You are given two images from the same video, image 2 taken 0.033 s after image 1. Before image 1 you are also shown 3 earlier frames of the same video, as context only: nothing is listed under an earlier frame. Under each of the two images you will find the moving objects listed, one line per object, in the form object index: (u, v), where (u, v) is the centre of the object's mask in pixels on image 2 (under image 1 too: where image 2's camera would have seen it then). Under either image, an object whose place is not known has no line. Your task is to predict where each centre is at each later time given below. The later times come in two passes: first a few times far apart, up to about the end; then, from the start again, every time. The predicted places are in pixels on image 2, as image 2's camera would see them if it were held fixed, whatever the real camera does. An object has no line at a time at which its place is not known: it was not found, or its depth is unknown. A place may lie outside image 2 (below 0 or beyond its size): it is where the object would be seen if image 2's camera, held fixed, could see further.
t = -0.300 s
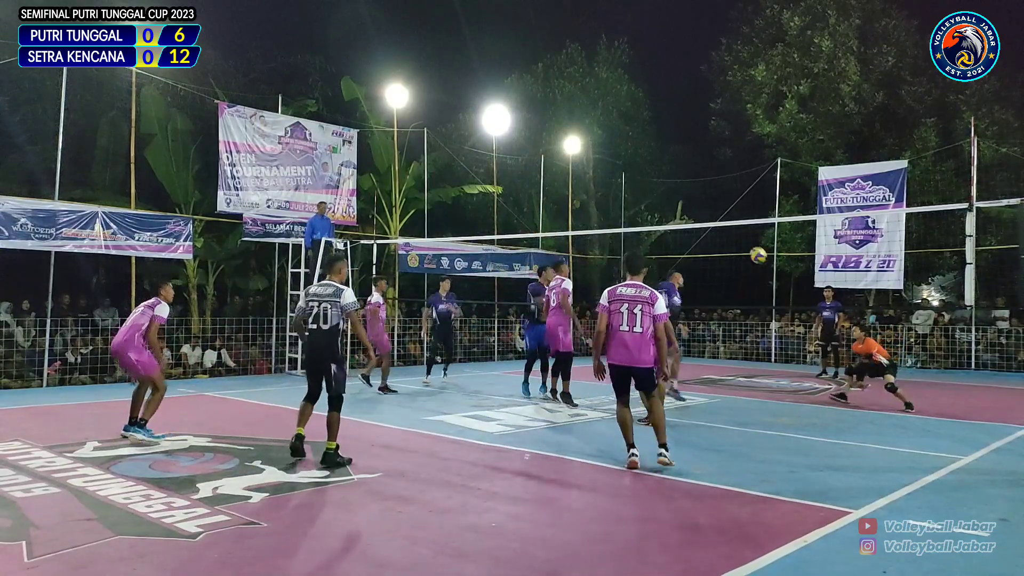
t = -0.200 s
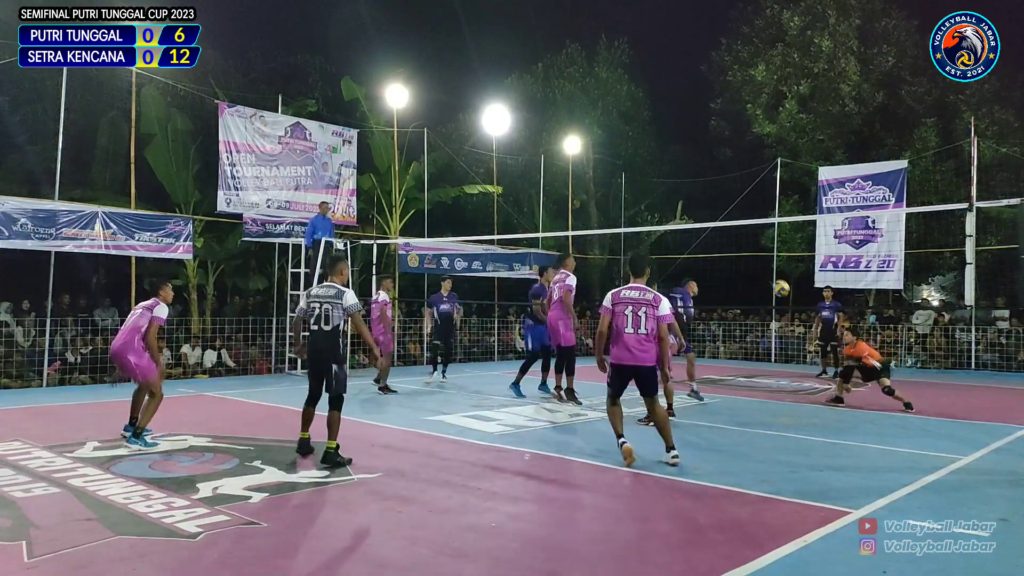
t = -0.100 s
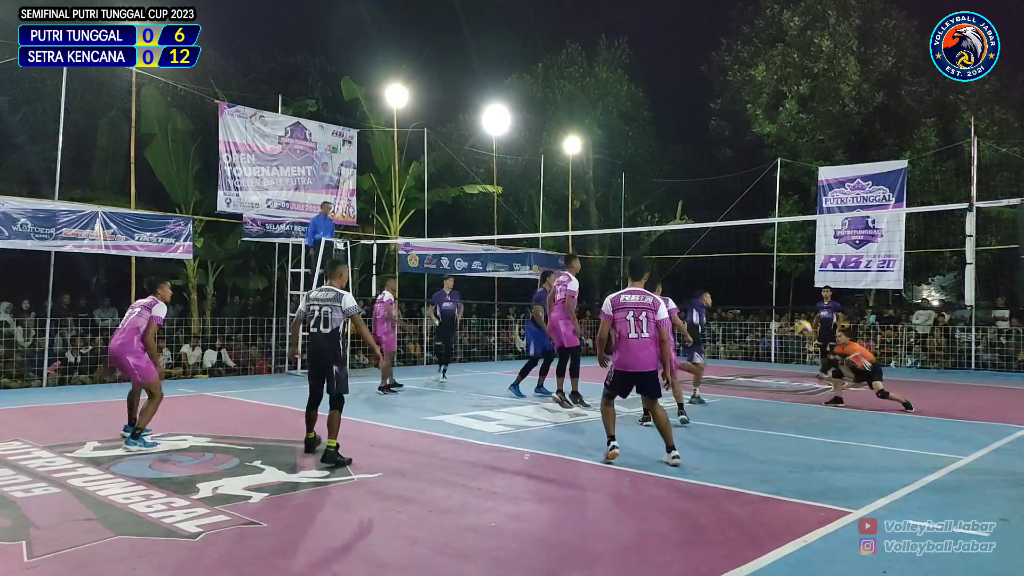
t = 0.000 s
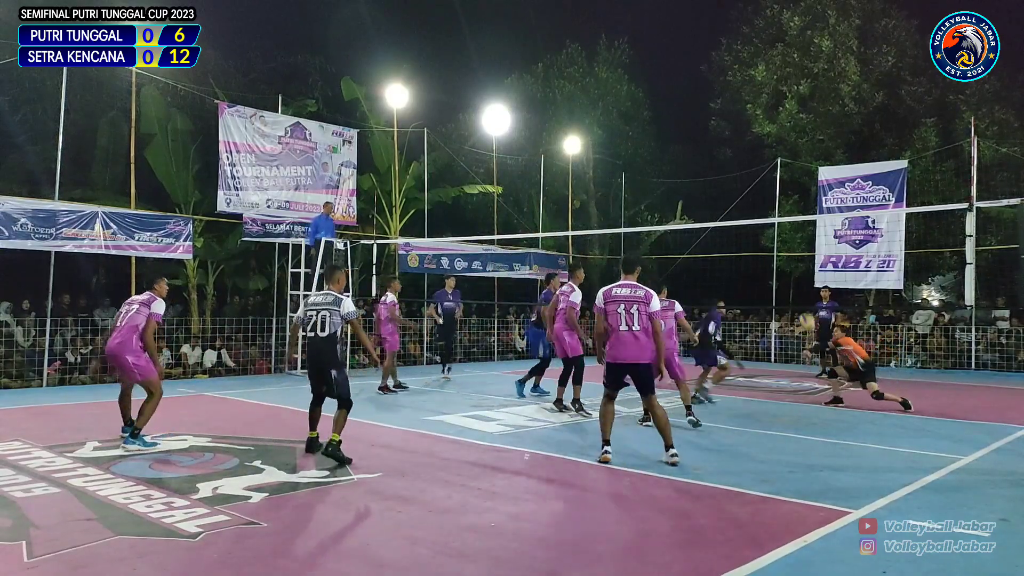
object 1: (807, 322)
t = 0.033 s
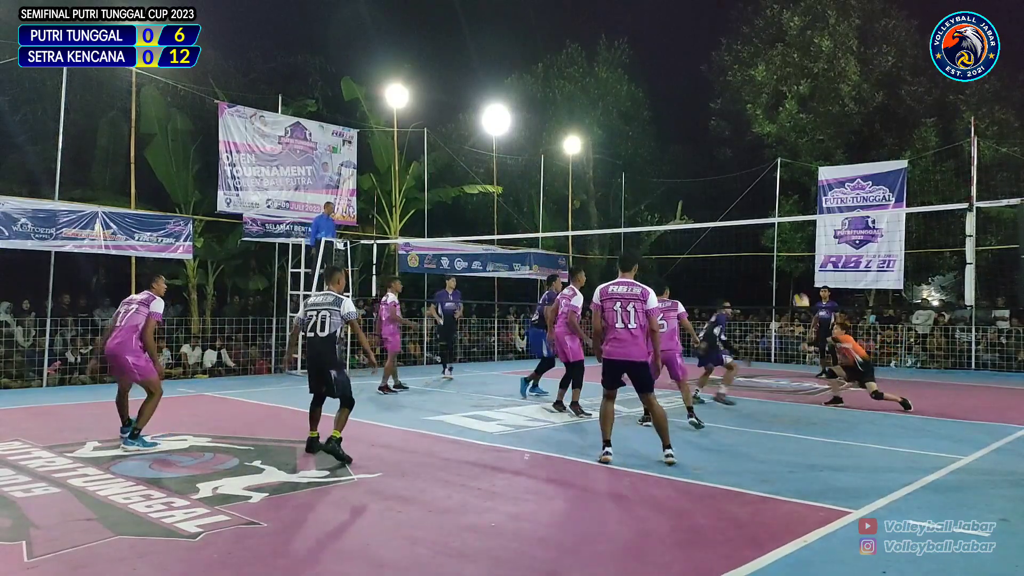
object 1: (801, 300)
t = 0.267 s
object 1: (763, 188)
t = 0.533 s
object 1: (724, 110)
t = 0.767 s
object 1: (693, 84)
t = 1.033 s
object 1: (661, 96)
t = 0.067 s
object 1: (795, 283)
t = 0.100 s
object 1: (790, 265)
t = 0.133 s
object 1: (784, 247)
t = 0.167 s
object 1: (779, 231)
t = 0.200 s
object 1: (773, 213)
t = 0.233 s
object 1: (768, 201)
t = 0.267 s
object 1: (763, 188)
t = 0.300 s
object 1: (757, 175)
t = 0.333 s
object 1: (752, 164)
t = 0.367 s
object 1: (747, 153)
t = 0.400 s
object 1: (743, 143)
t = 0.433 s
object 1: (738, 133)
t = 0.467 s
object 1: (733, 125)
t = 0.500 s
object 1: (728, 117)
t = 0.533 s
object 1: (724, 110)
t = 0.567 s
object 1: (719, 104)
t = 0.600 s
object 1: (715, 99)
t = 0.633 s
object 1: (711, 95)
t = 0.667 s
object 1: (706, 91)
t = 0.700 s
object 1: (702, 87)
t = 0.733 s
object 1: (697, 85)
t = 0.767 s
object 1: (693, 84)
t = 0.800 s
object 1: (688, 83)
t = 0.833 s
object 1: (686, 83)
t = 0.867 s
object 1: (680, 84)
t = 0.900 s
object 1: (678, 85)
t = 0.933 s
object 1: (674, 86)
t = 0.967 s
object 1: (669, 89)
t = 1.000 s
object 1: (665, 92)
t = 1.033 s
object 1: (661, 96)
